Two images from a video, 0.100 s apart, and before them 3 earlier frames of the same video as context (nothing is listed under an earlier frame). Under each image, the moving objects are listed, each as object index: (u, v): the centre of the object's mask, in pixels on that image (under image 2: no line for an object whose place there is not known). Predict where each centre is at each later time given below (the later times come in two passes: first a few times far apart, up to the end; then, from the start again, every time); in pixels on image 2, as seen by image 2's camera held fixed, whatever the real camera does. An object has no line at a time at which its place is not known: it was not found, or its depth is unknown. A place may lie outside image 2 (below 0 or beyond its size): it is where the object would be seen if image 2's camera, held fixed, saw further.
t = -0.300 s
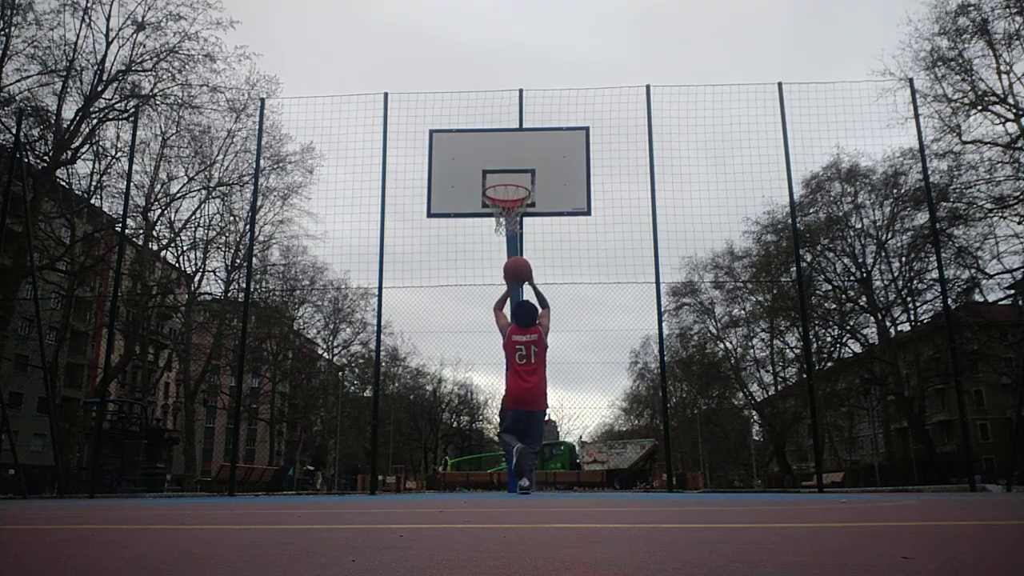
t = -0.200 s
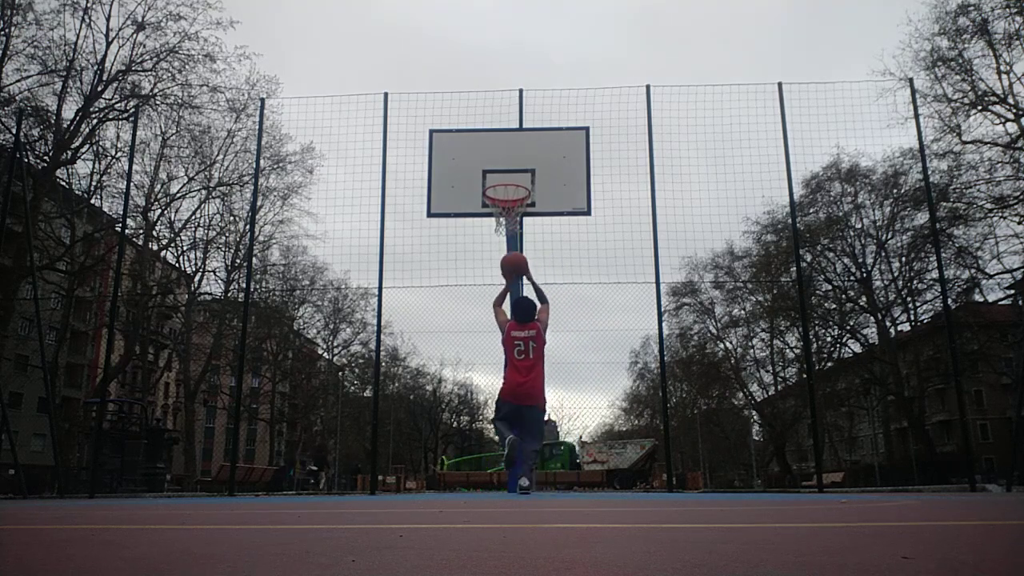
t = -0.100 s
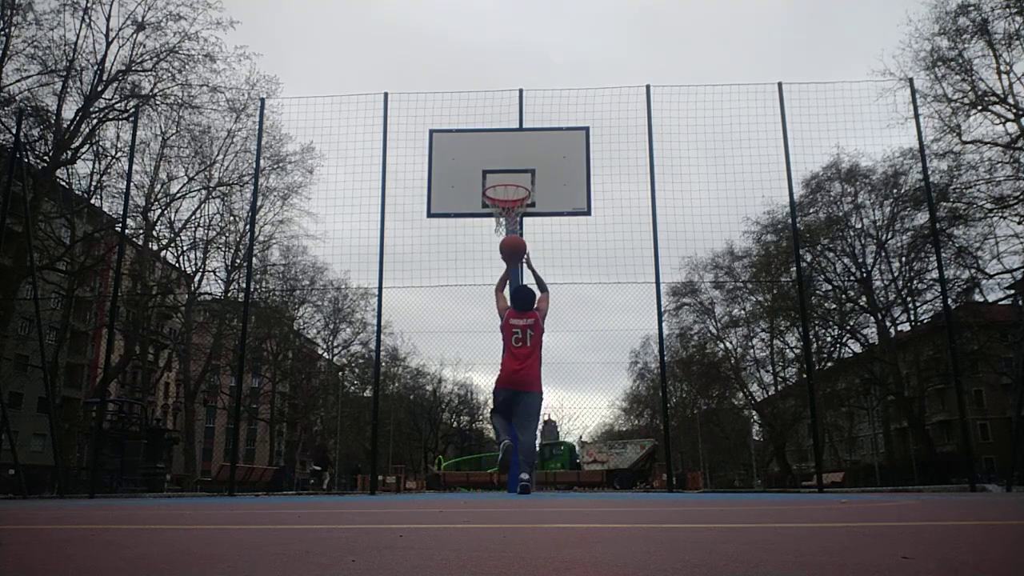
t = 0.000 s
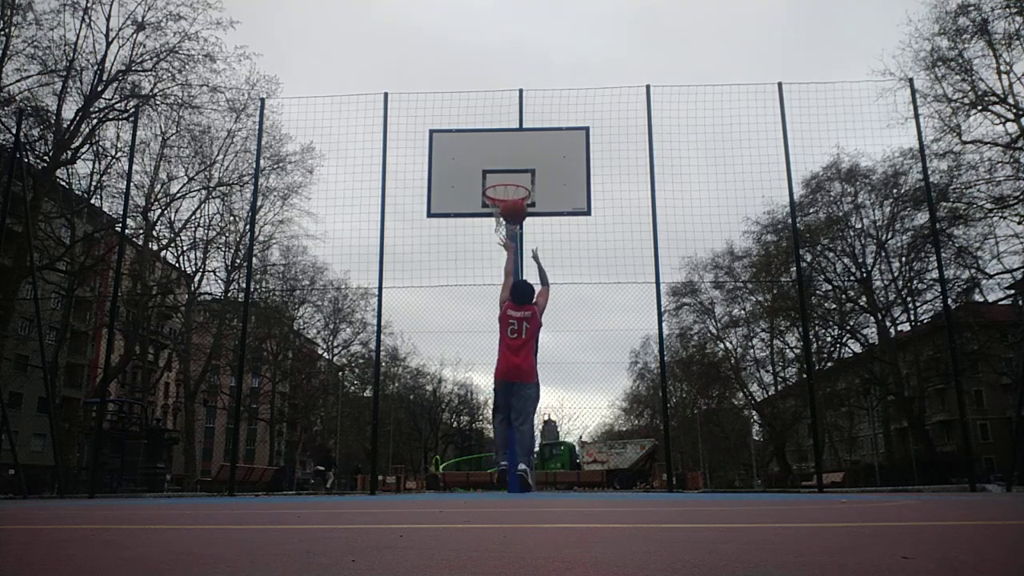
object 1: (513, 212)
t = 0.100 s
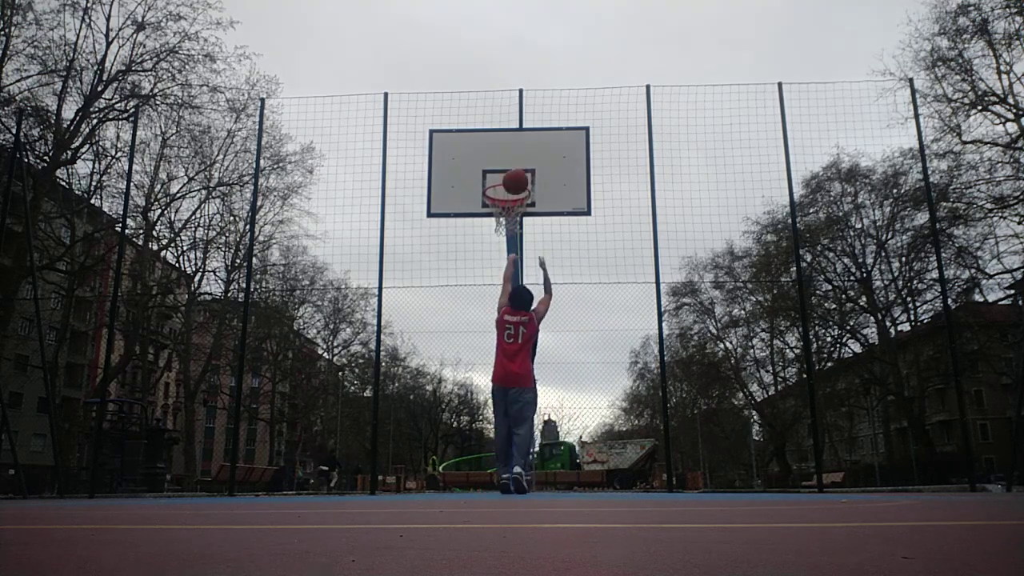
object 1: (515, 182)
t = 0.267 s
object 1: (517, 157)
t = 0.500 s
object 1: (520, 165)
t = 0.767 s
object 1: (523, 181)
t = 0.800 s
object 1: (521, 182)
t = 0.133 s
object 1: (515, 174)
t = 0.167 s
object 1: (516, 168)
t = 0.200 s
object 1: (516, 163)
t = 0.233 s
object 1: (517, 159)
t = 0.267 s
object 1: (517, 157)
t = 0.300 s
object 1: (518, 155)
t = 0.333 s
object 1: (518, 154)
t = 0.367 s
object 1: (518, 155)
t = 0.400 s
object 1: (519, 156)
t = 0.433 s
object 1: (519, 159)
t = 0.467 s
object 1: (520, 161)
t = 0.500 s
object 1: (520, 165)
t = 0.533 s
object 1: (520, 171)
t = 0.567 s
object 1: (521, 174)
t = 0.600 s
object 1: (521, 174)
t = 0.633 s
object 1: (521, 173)
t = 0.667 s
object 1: (521, 174)
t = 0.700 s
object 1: (522, 176)
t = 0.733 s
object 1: (522, 178)
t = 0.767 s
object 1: (523, 181)
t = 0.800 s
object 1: (521, 182)
